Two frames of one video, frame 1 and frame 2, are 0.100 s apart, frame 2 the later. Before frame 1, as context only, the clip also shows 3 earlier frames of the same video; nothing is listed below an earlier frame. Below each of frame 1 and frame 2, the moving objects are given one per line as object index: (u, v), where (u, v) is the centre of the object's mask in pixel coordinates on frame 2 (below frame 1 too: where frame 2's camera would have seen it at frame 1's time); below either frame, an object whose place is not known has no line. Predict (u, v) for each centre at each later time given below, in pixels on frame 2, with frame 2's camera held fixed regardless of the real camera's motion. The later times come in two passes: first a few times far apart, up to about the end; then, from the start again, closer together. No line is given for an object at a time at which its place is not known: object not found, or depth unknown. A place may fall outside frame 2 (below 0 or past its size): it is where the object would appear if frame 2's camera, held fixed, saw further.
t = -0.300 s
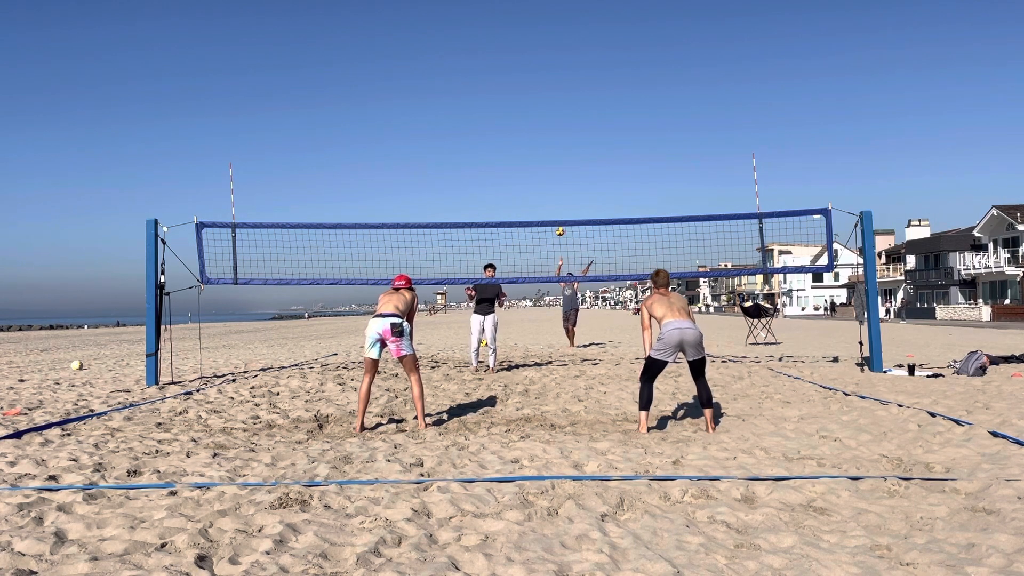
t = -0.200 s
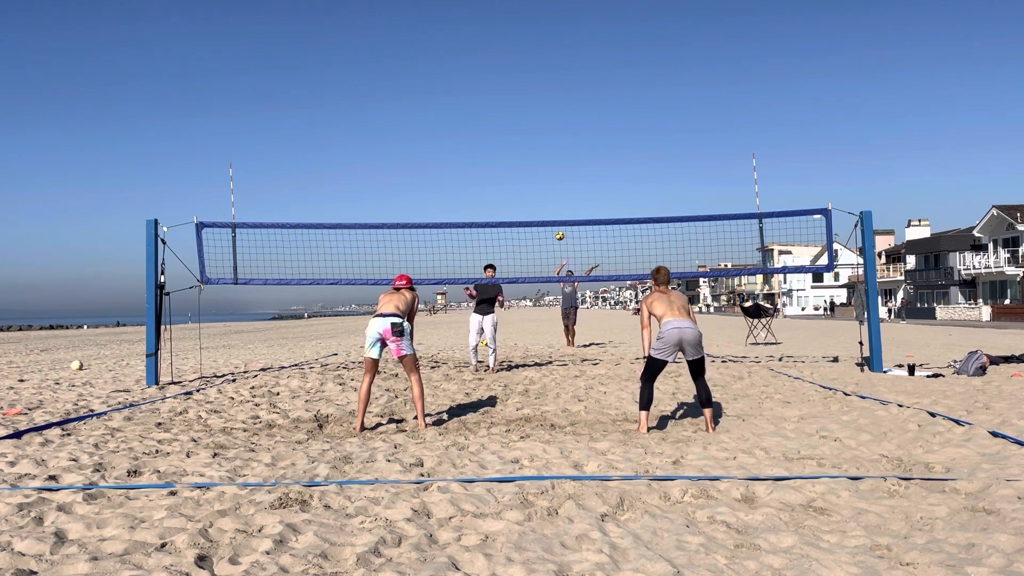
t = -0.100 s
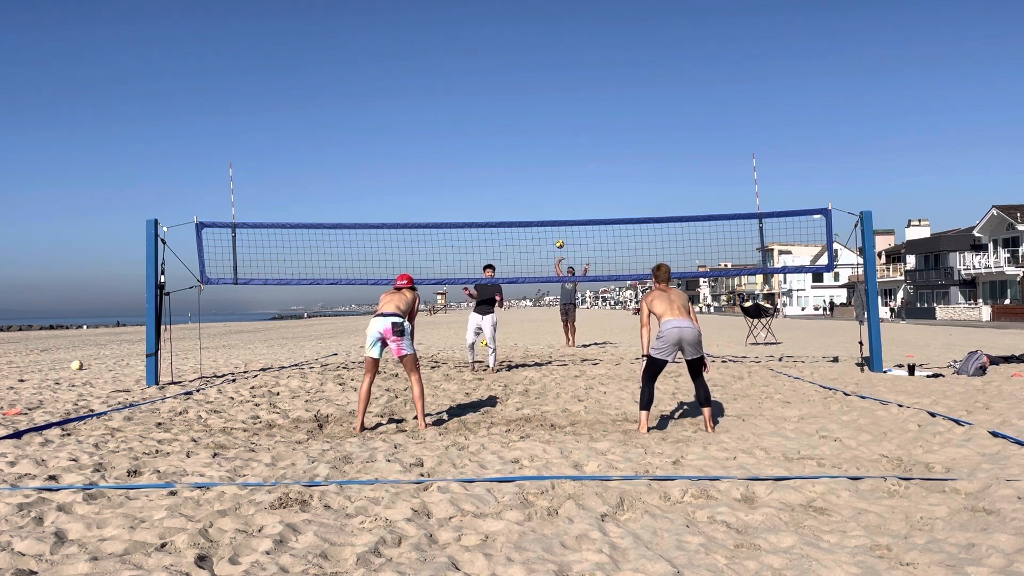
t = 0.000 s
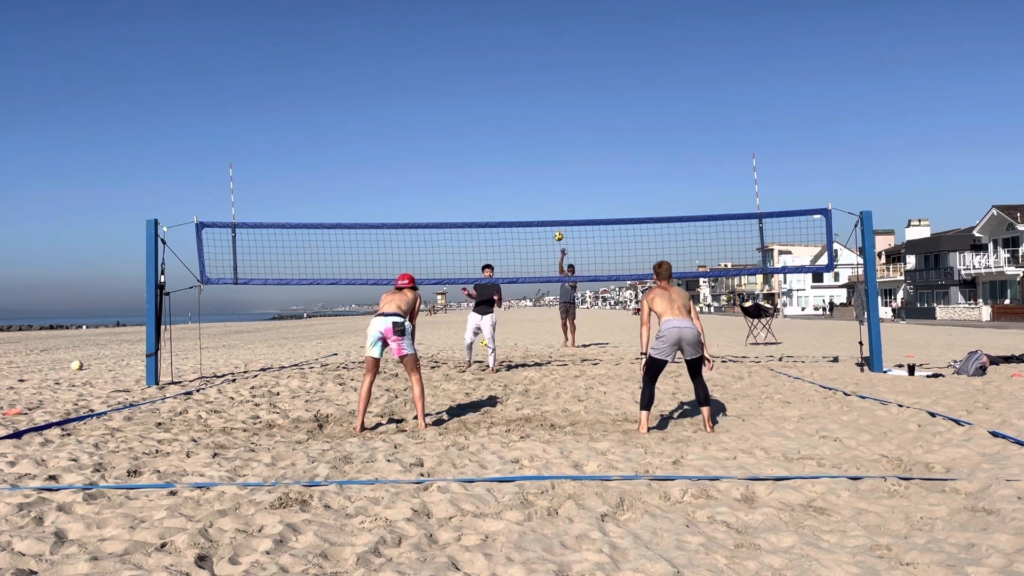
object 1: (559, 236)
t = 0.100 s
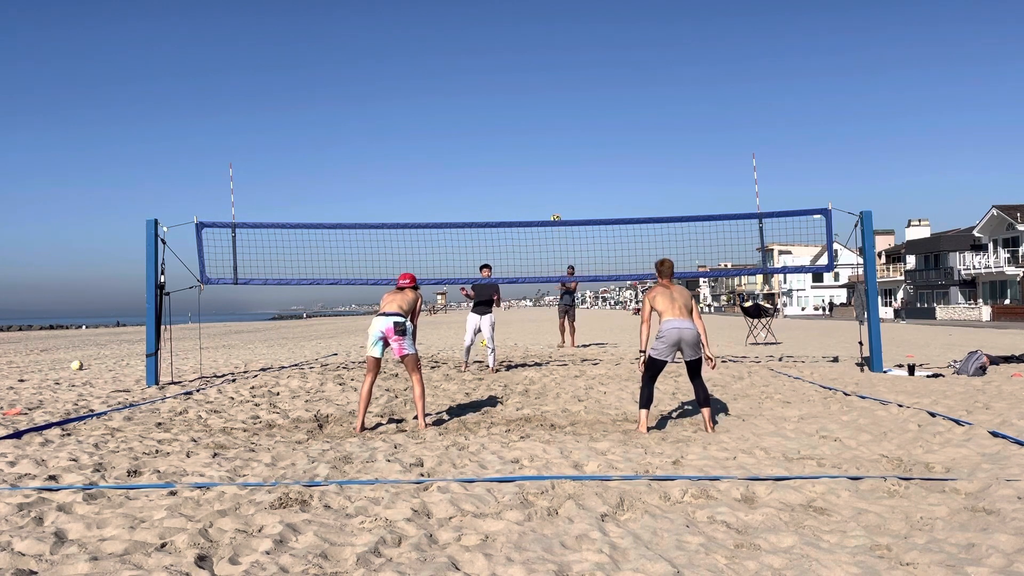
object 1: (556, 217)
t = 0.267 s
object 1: (551, 196)
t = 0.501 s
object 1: (545, 188)
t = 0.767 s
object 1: (543, 230)
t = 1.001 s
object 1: (550, 359)
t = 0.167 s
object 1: (553, 209)
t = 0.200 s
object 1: (552, 204)
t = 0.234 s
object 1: (552, 200)
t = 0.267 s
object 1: (551, 196)
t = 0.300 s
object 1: (550, 193)
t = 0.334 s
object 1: (549, 190)
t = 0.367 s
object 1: (548, 189)
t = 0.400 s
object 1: (547, 187)
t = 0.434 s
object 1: (546, 187)
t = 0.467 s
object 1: (545, 187)
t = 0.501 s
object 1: (545, 188)
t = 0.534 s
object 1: (544, 190)
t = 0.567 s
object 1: (544, 192)
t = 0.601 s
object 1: (544, 195)
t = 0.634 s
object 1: (543, 200)
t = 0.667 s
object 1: (543, 205)
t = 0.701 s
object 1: (543, 212)
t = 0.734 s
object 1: (543, 221)
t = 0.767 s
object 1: (543, 230)
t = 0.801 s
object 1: (543, 243)
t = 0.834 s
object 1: (544, 257)
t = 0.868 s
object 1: (545, 272)
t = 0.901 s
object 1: (545, 290)
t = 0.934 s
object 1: (547, 311)
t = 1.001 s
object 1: (550, 359)
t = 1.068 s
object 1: (553, 422)
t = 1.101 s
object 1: (554, 418)
